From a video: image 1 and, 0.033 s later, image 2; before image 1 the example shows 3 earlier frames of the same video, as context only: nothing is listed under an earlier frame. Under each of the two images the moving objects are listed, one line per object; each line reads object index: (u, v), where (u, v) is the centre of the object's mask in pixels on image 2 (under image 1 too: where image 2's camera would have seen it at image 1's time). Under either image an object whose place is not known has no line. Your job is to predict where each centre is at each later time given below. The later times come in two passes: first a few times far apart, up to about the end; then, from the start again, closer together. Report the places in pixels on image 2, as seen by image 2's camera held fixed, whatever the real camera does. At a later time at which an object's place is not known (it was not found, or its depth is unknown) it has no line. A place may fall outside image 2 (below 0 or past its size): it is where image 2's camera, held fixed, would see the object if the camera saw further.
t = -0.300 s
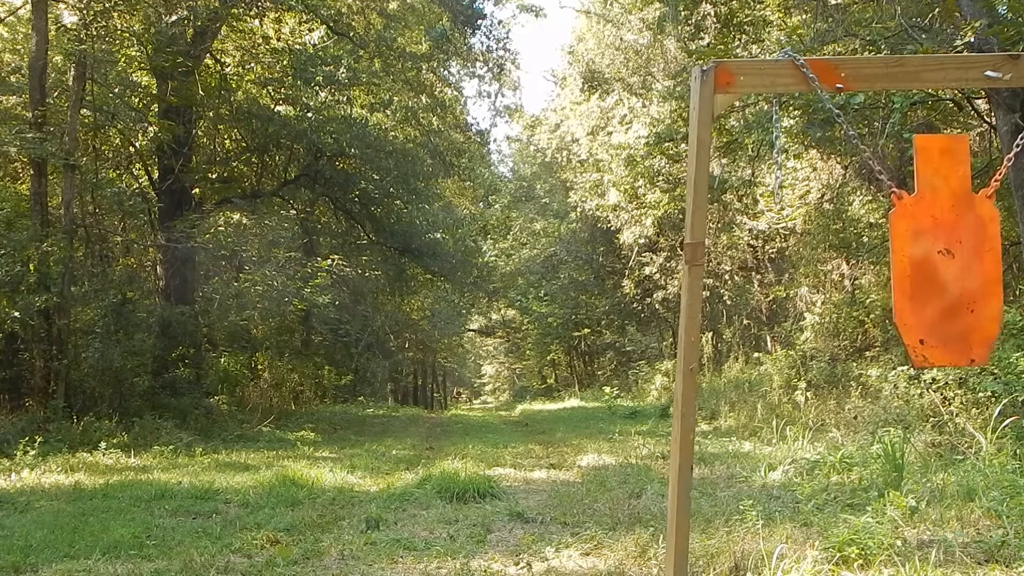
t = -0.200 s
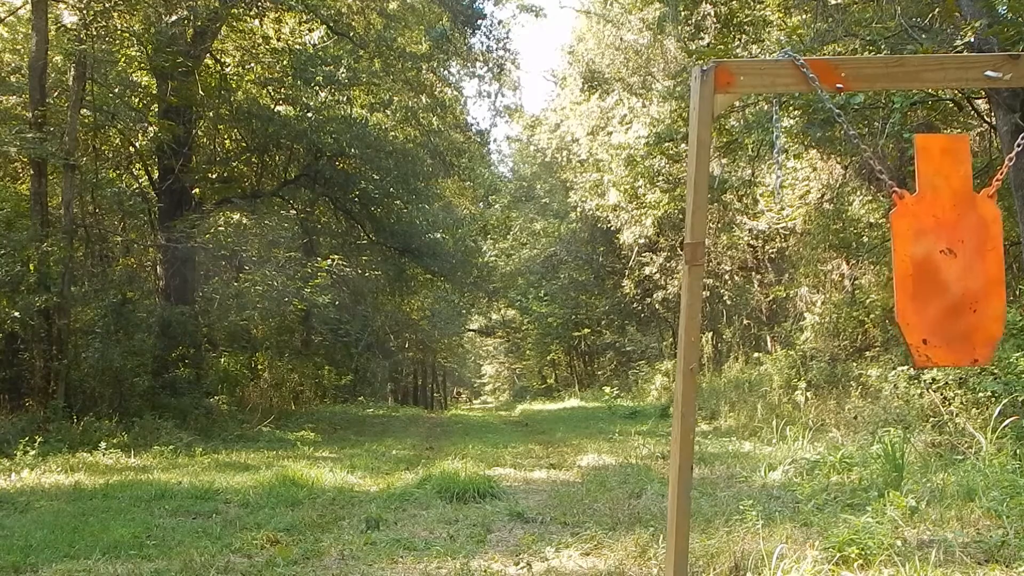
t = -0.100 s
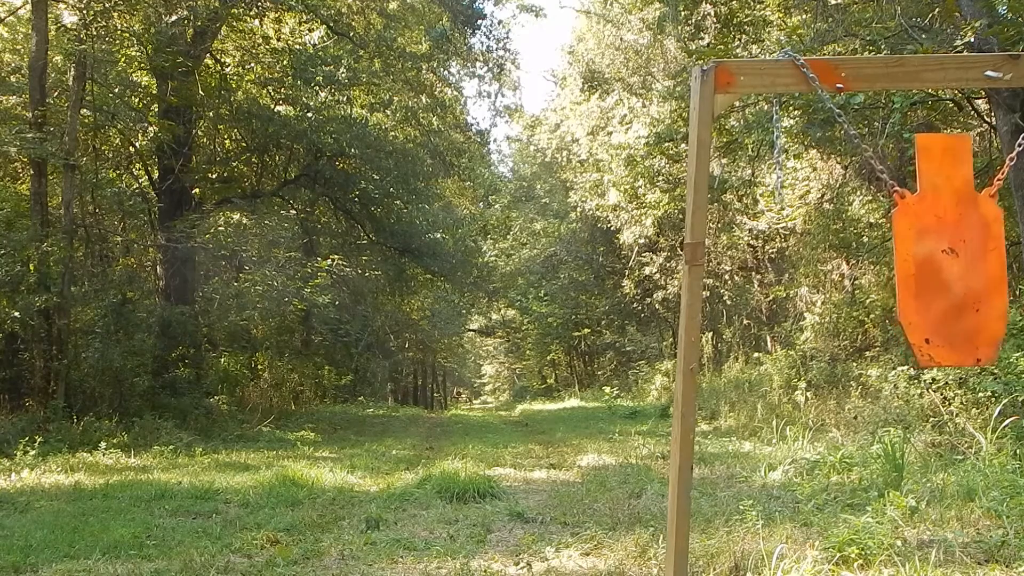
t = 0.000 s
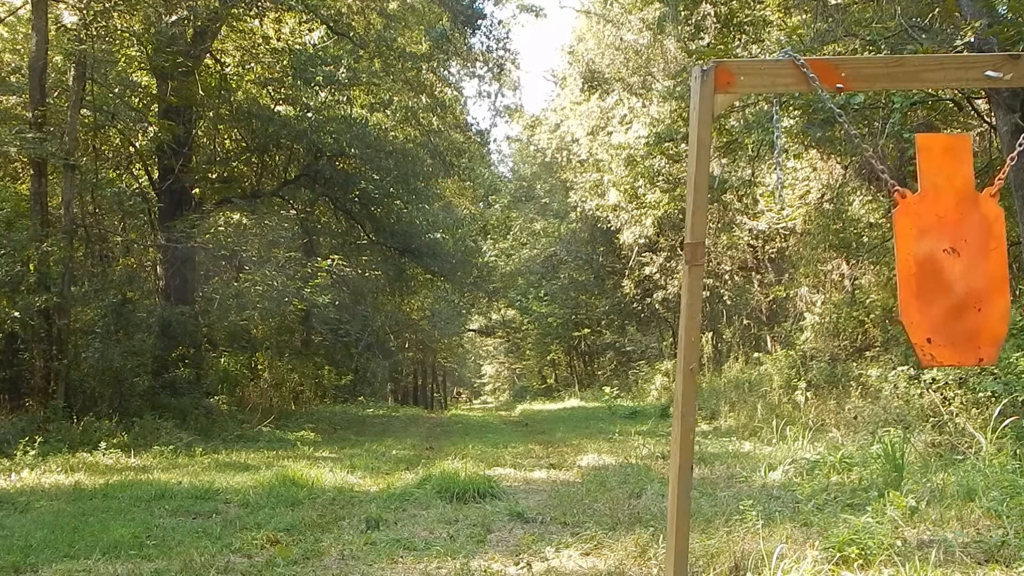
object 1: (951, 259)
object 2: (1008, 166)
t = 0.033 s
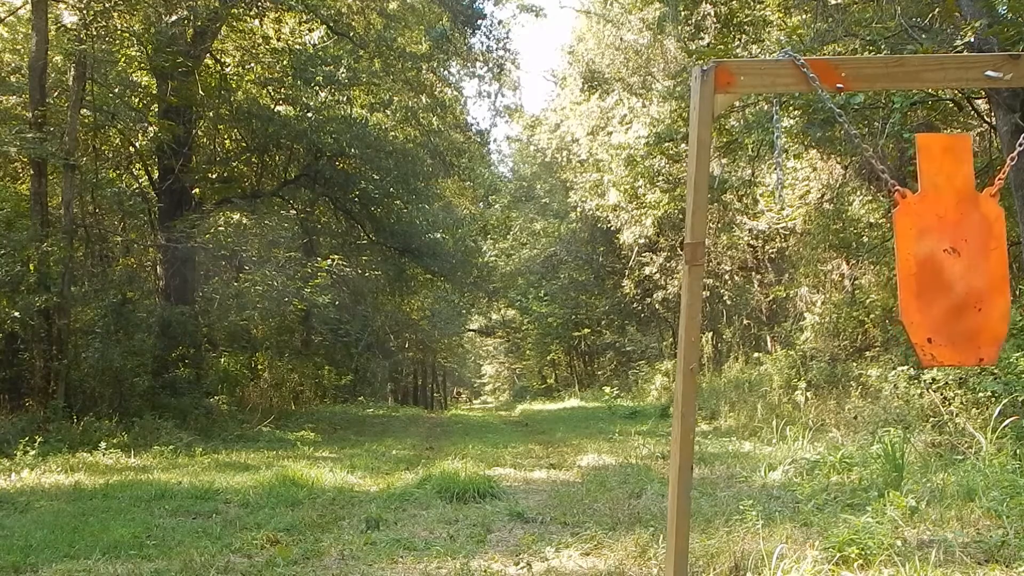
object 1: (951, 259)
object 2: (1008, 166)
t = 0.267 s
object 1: (951, 259)
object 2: (1008, 166)
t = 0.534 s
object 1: (946, 259)
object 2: (1006, 165)
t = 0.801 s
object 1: (942, 260)
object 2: (1004, 164)
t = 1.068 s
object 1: (943, 259)
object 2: (1004, 165)
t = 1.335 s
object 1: (948, 260)
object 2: (1006, 166)
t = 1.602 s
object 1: (951, 259)
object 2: (1007, 166)
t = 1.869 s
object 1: (951, 259)
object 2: (1007, 166)
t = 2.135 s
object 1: (946, 259)
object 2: (1005, 165)
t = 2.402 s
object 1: (942, 259)
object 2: (1004, 165)
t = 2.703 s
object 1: (944, 260)
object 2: (1004, 165)
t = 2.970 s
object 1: (949, 259)
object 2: (1006, 166)
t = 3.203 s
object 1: (951, 259)
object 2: (1007, 166)
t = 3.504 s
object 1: (949, 259)
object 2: (1007, 166)
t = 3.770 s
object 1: (944, 259)
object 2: (1005, 165)
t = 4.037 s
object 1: (942, 259)
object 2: (1004, 165)
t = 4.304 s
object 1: (944, 259)
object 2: (1005, 165)
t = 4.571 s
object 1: (949, 259)
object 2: (1007, 166)
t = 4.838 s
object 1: (951, 259)
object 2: (1008, 166)
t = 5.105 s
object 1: (948, 259)
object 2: (1006, 166)
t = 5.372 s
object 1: (944, 259)
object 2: (1005, 165)
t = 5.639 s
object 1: (943, 259)
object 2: (1004, 165)
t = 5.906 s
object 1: (945, 260)
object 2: (1005, 166)
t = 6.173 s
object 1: (950, 259)
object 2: (1007, 166)
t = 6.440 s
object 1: (951, 259)
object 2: (1008, 166)
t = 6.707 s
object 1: (955, 250)
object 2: (1011, 161)
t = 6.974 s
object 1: (959, 251)
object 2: (1003, 162)
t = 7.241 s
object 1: (952, 255)
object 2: (1009, 164)
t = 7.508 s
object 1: (935, 255)
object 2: (998, 158)
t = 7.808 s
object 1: (935, 258)
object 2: (999, 157)
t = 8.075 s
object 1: (946, 259)
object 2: (1009, 170)
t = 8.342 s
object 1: (952, 256)
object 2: (1003, 161)
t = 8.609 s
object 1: (955, 256)
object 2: (1012, 166)
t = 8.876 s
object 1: (950, 258)
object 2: (1005, 164)
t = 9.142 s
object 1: (942, 259)
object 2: (1003, 164)
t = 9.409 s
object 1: (938, 258)
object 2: (1004, 164)
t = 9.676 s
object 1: (943, 258)
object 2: (1002, 162)
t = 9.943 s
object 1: (951, 258)
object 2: (1009, 166)
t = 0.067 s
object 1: (952, 259)
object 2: (1008, 166)
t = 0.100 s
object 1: (952, 259)
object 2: (1008, 166)
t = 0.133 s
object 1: (952, 259)
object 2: (1008, 166)
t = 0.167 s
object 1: (952, 259)
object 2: (1008, 166)
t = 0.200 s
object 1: (952, 259)
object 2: (1008, 166)
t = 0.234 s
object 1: (952, 259)
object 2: (1008, 166)
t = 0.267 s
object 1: (951, 259)
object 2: (1008, 166)
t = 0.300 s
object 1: (951, 259)
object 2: (1008, 166)
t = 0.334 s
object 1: (950, 259)
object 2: (1007, 166)
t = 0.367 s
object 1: (950, 259)
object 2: (1007, 166)
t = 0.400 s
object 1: (949, 259)
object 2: (1007, 165)
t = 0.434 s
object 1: (948, 259)
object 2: (1007, 166)
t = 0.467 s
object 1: (948, 259)
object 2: (1006, 165)
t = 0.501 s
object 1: (947, 259)
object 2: (1006, 165)
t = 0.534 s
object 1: (946, 259)
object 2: (1006, 165)
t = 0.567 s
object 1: (945, 259)
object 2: (1005, 166)
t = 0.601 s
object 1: (945, 259)
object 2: (1005, 165)
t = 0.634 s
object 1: (944, 259)
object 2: (1005, 165)
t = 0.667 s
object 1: (944, 259)
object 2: (1005, 165)
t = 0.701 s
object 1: (943, 259)
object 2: (1005, 165)
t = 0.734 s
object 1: (943, 259)
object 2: (1004, 165)
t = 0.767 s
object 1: (943, 259)
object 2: (1004, 165)
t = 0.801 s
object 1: (942, 260)
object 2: (1004, 164)
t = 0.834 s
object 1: (942, 259)
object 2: (1004, 164)
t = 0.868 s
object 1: (942, 259)
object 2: (1004, 164)
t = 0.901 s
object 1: (942, 260)
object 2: (1004, 165)
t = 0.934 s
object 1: (942, 259)
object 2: (1004, 165)
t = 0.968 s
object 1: (942, 260)
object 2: (1004, 165)
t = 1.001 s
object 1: (942, 260)
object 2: (1004, 165)
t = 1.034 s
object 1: (942, 260)
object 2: (1004, 165)
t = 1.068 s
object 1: (943, 259)
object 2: (1004, 165)
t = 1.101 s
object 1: (943, 259)
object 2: (1004, 165)
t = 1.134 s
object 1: (944, 259)
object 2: (1004, 165)
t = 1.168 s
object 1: (944, 259)
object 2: (1004, 166)
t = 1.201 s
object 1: (945, 259)
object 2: (1005, 165)
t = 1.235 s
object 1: (945, 259)
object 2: (1005, 165)
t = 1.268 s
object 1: (946, 259)
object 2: (1005, 166)
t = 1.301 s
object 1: (946, 259)
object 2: (1006, 165)
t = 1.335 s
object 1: (948, 260)
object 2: (1006, 166)
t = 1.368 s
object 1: (948, 259)
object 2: (1006, 166)
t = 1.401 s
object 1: (949, 259)
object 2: (1006, 166)
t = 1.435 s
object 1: (949, 259)
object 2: (1007, 166)
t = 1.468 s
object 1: (950, 259)
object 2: (1007, 166)
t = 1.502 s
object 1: (950, 259)
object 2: (1007, 166)
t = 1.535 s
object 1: (951, 259)
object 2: (1007, 166)
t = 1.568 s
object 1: (951, 259)
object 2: (1007, 166)
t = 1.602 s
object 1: (951, 259)
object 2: (1007, 166)
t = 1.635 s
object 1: (952, 259)
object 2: (1007, 166)
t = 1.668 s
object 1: (952, 259)
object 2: (1007, 166)
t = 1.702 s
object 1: (951, 259)
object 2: (1007, 166)
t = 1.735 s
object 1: (951, 259)
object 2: (1007, 166)
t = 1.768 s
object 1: (951, 259)
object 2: (1008, 166)
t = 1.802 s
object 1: (951, 259)
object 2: (1008, 166)
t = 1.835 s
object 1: (951, 259)
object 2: (1008, 166)
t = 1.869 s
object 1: (951, 259)
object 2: (1007, 166)
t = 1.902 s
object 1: (950, 259)
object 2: (1007, 166)
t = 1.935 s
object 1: (950, 259)
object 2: (1007, 166)
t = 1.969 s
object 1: (949, 259)
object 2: (1007, 166)
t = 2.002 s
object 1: (948, 259)
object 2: (1006, 166)
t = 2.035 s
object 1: (948, 259)
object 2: (1006, 166)
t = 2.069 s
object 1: (947, 259)
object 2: (1006, 166)
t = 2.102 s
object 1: (946, 259)
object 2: (1006, 165)
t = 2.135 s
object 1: (946, 259)
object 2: (1005, 165)
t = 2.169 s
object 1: (945, 259)
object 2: (1005, 165)
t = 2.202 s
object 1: (944, 259)
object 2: (1005, 165)
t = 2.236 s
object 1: (944, 259)
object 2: (1005, 165)
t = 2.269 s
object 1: (943, 259)
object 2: (1004, 166)
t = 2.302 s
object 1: (943, 259)
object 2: (1004, 165)
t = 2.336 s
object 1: (943, 259)
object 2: (1004, 165)
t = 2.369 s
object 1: (943, 259)
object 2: (1004, 165)
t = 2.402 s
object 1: (942, 259)
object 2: (1004, 165)
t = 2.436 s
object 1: (942, 260)
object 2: (1004, 165)
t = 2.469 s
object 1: (942, 259)
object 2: (1004, 165)
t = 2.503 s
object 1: (942, 260)
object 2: (1004, 165)
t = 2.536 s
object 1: (942, 259)
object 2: (1004, 165)
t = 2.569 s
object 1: (942, 259)
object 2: (1004, 165)
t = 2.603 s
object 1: (943, 259)
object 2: (1004, 165)
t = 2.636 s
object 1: (943, 259)
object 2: (1004, 165)
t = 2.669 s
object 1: (943, 259)
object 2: (1004, 165)
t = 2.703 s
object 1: (944, 260)
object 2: (1004, 165)
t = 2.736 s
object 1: (944, 259)
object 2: (1005, 165)
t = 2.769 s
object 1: (945, 259)
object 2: (1005, 165)
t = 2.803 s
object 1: (946, 259)
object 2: (1005, 165)
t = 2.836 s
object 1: (946, 259)
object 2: (1006, 165)
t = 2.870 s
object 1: (947, 259)
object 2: (1005, 166)
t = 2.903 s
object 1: (947, 259)
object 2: (1006, 166)
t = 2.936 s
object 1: (948, 259)
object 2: (1006, 166)
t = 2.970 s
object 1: (949, 259)
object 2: (1006, 166)
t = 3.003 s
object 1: (949, 259)
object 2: (1007, 166)
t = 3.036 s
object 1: (950, 259)
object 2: (1007, 166)
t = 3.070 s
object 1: (950, 259)
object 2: (1007, 166)
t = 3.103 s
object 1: (950, 259)
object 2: (1007, 166)
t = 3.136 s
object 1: (951, 259)
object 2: (1007, 166)
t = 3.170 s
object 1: (951, 259)
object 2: (1007, 166)
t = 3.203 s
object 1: (951, 259)
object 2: (1007, 166)
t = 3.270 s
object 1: (951, 259)
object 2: (1007, 166)
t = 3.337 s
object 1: (951, 259)
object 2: (1007, 166)
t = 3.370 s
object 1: (951, 259)
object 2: (1007, 166)
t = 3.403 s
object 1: (951, 259)
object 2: (1007, 166)
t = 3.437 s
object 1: (950, 259)
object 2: (1007, 166)
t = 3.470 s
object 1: (950, 259)
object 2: (1007, 166)
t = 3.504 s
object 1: (949, 259)
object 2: (1007, 166)
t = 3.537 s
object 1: (949, 259)
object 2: (1006, 166)
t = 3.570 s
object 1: (948, 259)
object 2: (1006, 166)
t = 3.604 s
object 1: (948, 259)
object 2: (1006, 166)
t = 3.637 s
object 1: (947, 259)
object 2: (1006, 166)
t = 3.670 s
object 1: (946, 259)
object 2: (1005, 166)
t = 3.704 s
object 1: (945, 259)
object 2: (1005, 166)
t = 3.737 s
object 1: (945, 259)
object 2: (1005, 166)
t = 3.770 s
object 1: (944, 259)
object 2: (1005, 165)
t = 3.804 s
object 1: (944, 259)
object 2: (1004, 165)
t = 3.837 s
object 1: (943, 259)
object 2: (1004, 166)
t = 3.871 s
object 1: (943, 259)
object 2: (1004, 166)
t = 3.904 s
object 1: (943, 259)
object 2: (1004, 165)
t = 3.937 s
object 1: (943, 259)
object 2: (1003, 166)
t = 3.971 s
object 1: (942, 259)
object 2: (1004, 165)
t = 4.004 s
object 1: (942, 259)
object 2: (1004, 165)
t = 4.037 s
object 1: (942, 259)
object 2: (1004, 165)
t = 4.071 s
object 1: (942, 259)
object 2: (1004, 165)
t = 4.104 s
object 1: (942, 259)
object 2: (1004, 165)
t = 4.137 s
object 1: (942, 259)
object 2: (1003, 166)
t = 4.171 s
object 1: (943, 259)
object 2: (1004, 166)
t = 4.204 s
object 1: (943, 259)
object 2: (1004, 166)
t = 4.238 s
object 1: (943, 259)
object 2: (1004, 166)
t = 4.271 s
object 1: (944, 259)
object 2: (1004, 166)
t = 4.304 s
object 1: (944, 259)
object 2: (1005, 165)
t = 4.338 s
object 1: (945, 259)
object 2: (1005, 165)
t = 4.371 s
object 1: (946, 259)
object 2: (1005, 166)
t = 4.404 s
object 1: (946, 259)
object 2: (1005, 166)
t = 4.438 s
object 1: (947, 259)
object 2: (1006, 166)
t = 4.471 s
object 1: (947, 259)
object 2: (1006, 166)
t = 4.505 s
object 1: (948, 259)
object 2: (1006, 166)
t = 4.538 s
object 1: (949, 259)
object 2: (1006, 166)
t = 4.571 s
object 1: (949, 259)
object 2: (1007, 166)
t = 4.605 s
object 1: (949, 259)
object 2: (1007, 166)
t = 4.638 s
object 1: (950, 259)
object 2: (1007, 165)
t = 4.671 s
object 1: (950, 259)
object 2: (1007, 166)
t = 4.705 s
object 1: (950, 259)
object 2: (1007, 166)
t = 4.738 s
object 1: (951, 259)
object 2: (1007, 166)
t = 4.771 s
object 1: (951, 259)
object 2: (1007, 166)
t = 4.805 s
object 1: (951, 259)
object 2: (1007, 166)
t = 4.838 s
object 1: (951, 259)
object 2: (1008, 166)
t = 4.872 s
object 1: (951, 259)
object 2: (1007, 166)
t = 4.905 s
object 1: (951, 259)
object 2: (1007, 166)
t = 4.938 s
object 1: (951, 259)
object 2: (1007, 166)
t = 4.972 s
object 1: (950, 259)
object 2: (1007, 166)
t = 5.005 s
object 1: (950, 259)
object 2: (1007, 166)
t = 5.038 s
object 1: (949, 259)
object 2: (1007, 166)
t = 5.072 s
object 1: (949, 259)
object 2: (1007, 166)
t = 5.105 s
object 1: (948, 259)
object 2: (1006, 166)
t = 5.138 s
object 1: (948, 259)
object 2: (1006, 166)
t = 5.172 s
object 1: (947, 259)
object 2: (1006, 165)
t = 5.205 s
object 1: (947, 260)
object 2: (1006, 166)
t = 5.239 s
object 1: (946, 259)
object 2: (1006, 165)
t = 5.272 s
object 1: (945, 259)
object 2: (1005, 165)
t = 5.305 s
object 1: (945, 259)
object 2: (1005, 165)
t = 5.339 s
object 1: (944, 259)
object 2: (1005, 165)
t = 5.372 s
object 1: (944, 259)
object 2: (1005, 165)
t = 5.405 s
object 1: (943, 259)
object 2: (1004, 165)
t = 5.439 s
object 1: (943, 259)
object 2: (1004, 165)
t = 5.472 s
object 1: (943, 259)
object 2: (1004, 165)
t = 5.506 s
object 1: (943, 259)
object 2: (1004, 165)
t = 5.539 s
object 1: (943, 259)
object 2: (1004, 165)
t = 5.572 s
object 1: (943, 259)
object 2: (1004, 165)
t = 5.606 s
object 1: (943, 259)
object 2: (1004, 165)
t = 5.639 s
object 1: (943, 259)
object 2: (1004, 165)
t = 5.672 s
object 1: (943, 259)
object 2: (1004, 165)
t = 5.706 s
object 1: (943, 259)
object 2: (1004, 165)
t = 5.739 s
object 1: (943, 259)
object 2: (1004, 165)
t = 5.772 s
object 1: (943, 259)
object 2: (1004, 165)
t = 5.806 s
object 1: (944, 259)
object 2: (1004, 166)
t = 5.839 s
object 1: (944, 259)
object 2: (1005, 166)
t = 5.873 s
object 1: (945, 259)
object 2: (1004, 166)
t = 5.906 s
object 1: (945, 260)
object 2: (1005, 166)
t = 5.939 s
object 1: (946, 259)
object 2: (1006, 165)
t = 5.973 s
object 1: (946, 259)
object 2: (1006, 165)
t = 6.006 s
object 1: (947, 259)
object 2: (1006, 165)
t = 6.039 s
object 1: (948, 259)
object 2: (1006, 166)
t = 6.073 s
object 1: (948, 259)
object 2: (1006, 165)
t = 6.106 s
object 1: (949, 259)
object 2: (1006, 166)
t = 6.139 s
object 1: (949, 259)
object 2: (1007, 166)
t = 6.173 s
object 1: (950, 259)
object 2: (1007, 166)
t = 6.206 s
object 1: (950, 259)
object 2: (1007, 166)
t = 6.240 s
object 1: (950, 259)
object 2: (1007, 166)
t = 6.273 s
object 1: (950, 259)
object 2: (1007, 166)
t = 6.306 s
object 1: (951, 259)
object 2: (1008, 165)
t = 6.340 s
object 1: (951, 259)
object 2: (1007, 166)
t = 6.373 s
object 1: (951, 259)
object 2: (1007, 166)
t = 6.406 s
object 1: (951, 259)
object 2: (1007, 166)
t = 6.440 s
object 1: (951, 259)
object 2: (1008, 166)
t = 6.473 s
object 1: (951, 259)
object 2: (1007, 166)
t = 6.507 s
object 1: (950, 259)
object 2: (1007, 166)
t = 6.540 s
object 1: (950, 259)
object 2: (1007, 166)
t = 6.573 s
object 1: (950, 259)
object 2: (1007, 166)
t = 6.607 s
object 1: (949, 259)
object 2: (1007, 166)
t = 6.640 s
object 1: (951, 258)
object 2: (1010, 165)
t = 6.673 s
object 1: (953, 253)
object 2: (1011, 162)
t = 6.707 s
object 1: (955, 250)
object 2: (1011, 161)
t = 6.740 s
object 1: (956, 249)
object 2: (1012, 160)
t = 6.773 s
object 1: (958, 249)
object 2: (1012, 160)
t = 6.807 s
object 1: (958, 251)
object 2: (1013, 165)
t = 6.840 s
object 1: (959, 254)
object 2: (1013, 164)
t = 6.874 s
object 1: (959, 255)
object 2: (1010, 166)
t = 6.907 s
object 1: (958, 254)
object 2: (1007, 166)
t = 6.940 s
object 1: (959, 252)
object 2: (1004, 162)
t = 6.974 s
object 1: (959, 251)
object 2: (1003, 162)
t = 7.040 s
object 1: (959, 254)
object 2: (1004, 164)
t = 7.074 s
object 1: (959, 256)
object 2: (1008, 165)
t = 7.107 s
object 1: (958, 257)
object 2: (1010, 167)
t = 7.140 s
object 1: (956, 257)
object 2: (1011, 166)
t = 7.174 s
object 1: (955, 255)
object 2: (1010, 165)
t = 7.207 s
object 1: (953, 255)
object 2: (1010, 163)
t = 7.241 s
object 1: (952, 255)
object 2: (1009, 164)
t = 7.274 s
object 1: (949, 257)
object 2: (1009, 165)
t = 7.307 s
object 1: (947, 258)
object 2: (1008, 166)
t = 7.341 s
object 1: (945, 258)
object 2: (1005, 165)
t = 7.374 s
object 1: (943, 257)
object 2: (1002, 163)
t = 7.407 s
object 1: (940, 255)
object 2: (999, 158)
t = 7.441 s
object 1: (938, 253)
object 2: (997, 157)
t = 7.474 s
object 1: (937, 254)
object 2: (997, 156)
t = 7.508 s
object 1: (935, 255)
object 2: (998, 158)
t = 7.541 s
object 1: (935, 256)
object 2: (1001, 160)
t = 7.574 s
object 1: (934, 257)
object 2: (1003, 163)
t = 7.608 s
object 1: (934, 258)
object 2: (1003, 163)
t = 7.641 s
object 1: (933, 257)
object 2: (1003, 161)
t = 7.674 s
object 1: (933, 257)
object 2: (1002, 159)
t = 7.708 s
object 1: (933, 257)
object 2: (1001, 157)
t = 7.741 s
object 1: (933, 257)
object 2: (1001, 156)
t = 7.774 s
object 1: (934, 258)
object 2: (1000, 156)
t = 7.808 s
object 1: (935, 258)
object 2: (999, 157)
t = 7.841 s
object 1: (936, 258)
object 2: (998, 157)
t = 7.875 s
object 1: (938, 257)
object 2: (997, 157)
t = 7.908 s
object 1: (939, 257)
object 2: (997, 156)
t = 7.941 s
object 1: (940, 257)
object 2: (999, 158)
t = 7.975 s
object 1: (941, 258)
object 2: (1001, 160)
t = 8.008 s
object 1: (943, 258)
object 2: (1004, 165)
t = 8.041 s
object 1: (944, 259)
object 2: (1007, 168)
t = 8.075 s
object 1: (946, 259)
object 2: (1009, 170)
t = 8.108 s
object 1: (947, 258)
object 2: (1009, 170)
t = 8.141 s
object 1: (948, 258)
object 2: (1009, 170)
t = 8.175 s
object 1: (949, 258)
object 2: (1009, 168)
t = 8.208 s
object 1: (949, 258)
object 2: (1008, 167)
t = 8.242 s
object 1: (950, 258)
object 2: (1007, 165)
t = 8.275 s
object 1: (951, 258)
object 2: (1005, 163)
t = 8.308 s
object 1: (951, 257)
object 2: (1004, 162)
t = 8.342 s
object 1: (952, 256)
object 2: (1003, 161)
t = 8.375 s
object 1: (953, 256)
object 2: (1003, 162)
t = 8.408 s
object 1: (953, 257)
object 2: (1004, 163)
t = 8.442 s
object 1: (954, 257)
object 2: (1006, 166)
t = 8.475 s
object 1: (954, 257)
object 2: (1009, 166)
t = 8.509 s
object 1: (954, 257)
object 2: (1010, 167)
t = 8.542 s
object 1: (954, 257)
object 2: (1011, 167)
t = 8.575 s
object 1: (955, 256)
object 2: (1011, 167)
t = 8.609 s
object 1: (955, 256)
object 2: (1012, 166)
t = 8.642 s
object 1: (955, 257)
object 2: (1011, 167)
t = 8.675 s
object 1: (954, 257)
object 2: (1010, 167)
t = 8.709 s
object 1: (954, 257)
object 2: (1008, 166)
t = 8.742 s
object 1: (953, 257)
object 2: (1006, 164)
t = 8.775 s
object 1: (953, 256)
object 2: (1005, 163)
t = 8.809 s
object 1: (952, 256)
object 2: (1003, 163)
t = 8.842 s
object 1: (951, 257)
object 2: (1004, 162)
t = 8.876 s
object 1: (950, 258)
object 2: (1005, 164)
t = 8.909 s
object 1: (949, 258)
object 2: (1007, 165)
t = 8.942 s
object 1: (948, 259)
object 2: (1008, 167)
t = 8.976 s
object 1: (948, 259)
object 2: (1008, 167)
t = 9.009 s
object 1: (946, 259)
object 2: (1008, 167)
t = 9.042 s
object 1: (945, 259)
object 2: (1007, 166)
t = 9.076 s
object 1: (944, 259)
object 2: (1006, 166)
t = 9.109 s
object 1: (943, 259)
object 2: (1005, 165)
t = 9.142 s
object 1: (942, 259)
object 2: (1003, 164)
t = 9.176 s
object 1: (940, 259)
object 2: (1001, 162)
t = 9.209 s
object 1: (940, 258)
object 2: (1000, 161)
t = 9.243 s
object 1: (939, 258)
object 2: (1000, 160)
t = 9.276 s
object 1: (938, 258)
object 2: (1000, 160)
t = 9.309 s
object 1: (938, 259)
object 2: (1001, 161)
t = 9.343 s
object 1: (938, 259)
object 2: (1002, 162)
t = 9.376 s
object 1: (938, 259)
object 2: (1004, 163)
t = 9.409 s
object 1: (938, 258)
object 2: (1004, 164)
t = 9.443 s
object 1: (938, 258)
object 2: (1005, 164)
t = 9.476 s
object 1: (939, 258)
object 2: (1005, 164)
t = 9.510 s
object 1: (939, 259)
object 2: (1005, 164)
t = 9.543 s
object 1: (939, 259)
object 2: (1004, 164)
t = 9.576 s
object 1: (940, 259)
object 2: (1003, 163)
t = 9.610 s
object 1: (941, 259)
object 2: (1002, 162)
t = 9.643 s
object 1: (942, 258)
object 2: (1001, 162)
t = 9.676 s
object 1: (943, 258)
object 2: (1002, 162)
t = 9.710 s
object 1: (944, 259)
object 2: (1003, 163)
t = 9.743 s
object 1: (946, 259)
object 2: (1004, 164)
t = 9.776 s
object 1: (946, 259)
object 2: (1006, 165)
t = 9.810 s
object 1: (947, 259)
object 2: (1007, 166)
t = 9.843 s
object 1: (948, 259)
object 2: (1008, 166)
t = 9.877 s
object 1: (949, 258)
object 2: (1009, 166)
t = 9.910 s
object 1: (950, 258)
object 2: (1009, 166)
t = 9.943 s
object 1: (951, 258)
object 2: (1009, 166)
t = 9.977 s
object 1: (952, 258)
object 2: (1008, 166)
